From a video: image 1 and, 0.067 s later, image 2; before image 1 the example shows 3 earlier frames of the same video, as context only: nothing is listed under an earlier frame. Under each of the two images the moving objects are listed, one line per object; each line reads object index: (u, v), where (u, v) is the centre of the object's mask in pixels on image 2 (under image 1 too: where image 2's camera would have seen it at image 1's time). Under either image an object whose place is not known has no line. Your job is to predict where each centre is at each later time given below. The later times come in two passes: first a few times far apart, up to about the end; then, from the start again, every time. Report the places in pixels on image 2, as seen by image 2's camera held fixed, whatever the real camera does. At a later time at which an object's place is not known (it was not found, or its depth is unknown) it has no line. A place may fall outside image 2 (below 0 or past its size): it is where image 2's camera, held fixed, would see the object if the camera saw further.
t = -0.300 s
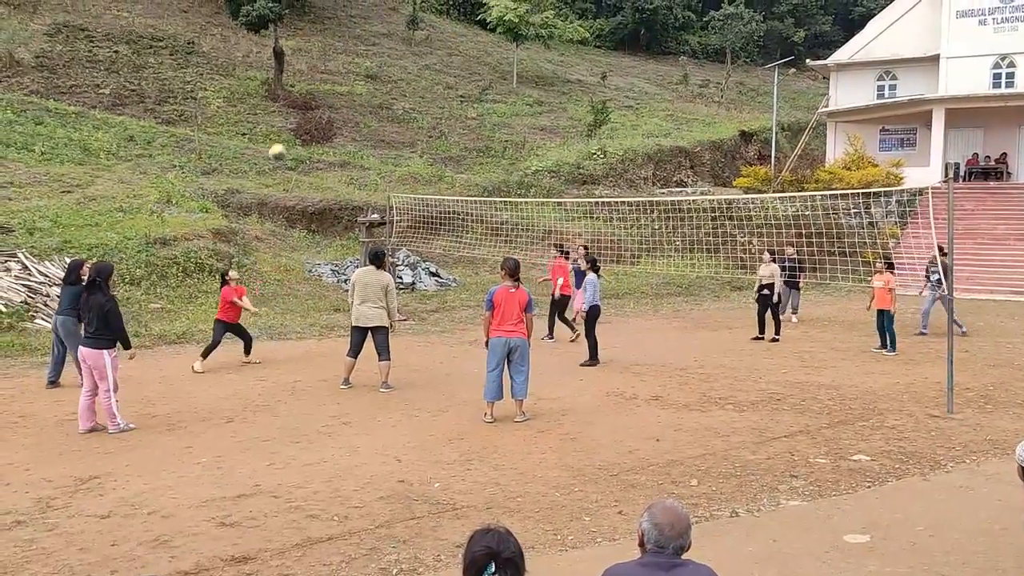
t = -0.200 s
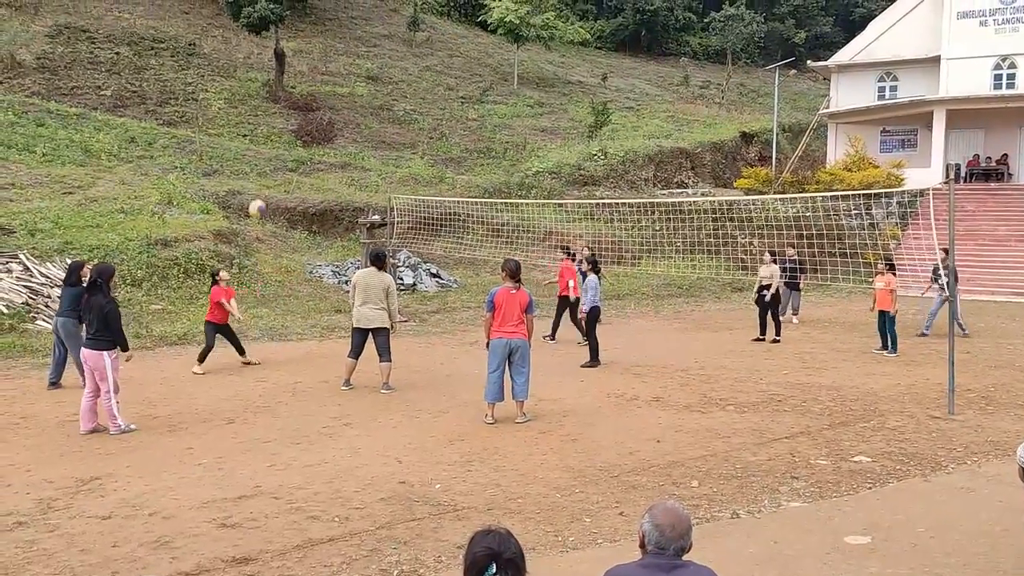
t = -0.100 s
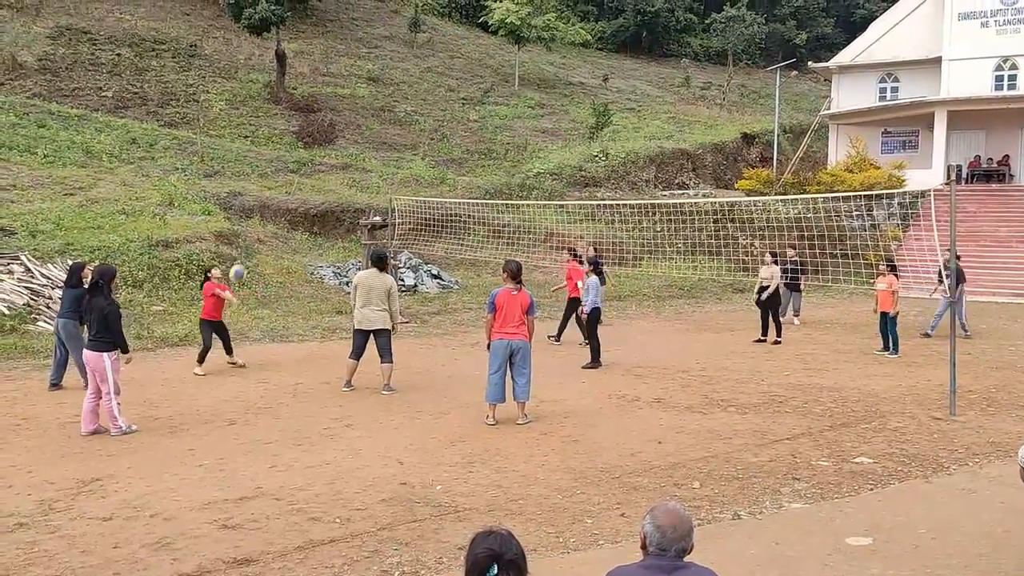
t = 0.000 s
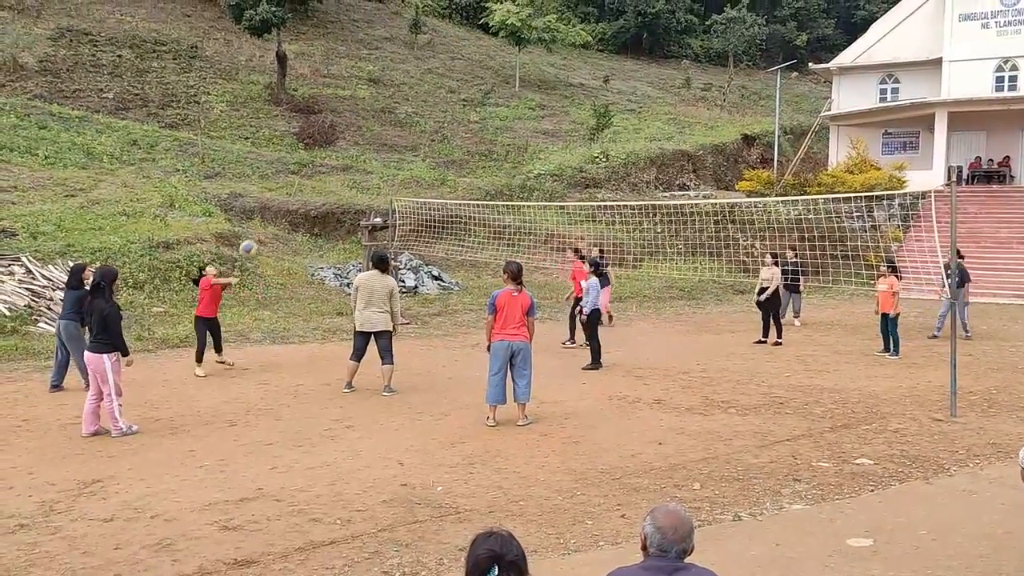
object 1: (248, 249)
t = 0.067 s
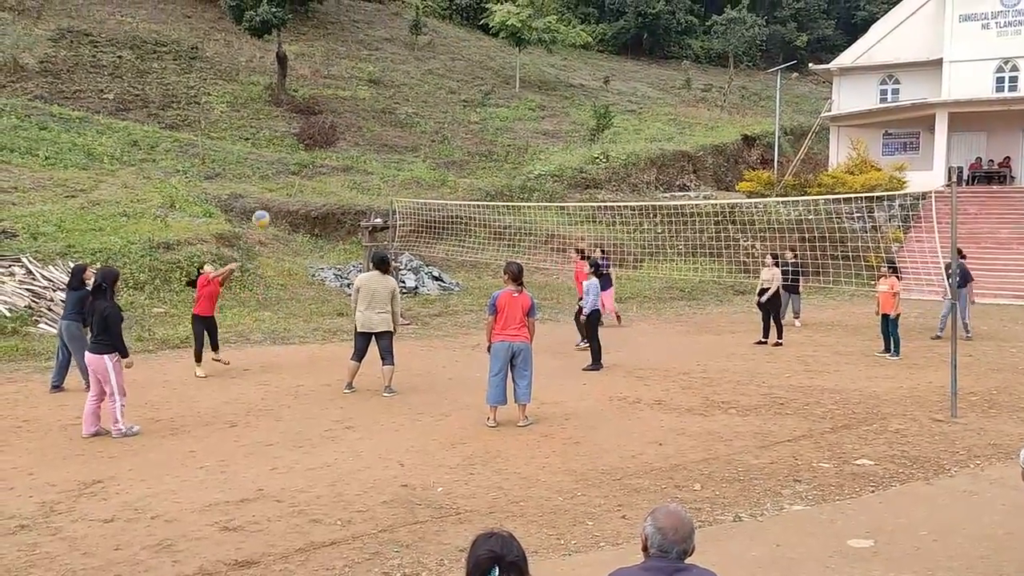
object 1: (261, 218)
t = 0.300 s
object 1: (303, 139)
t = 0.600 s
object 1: (357, 101)
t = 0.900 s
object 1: (408, 132)
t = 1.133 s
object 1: (443, 199)
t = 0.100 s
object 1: (266, 205)
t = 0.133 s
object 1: (273, 192)
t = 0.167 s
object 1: (278, 179)
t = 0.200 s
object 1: (285, 168)
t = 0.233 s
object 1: (291, 158)
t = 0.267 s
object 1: (297, 147)
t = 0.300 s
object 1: (303, 139)
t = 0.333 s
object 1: (309, 131)
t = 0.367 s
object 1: (316, 124)
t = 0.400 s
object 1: (322, 119)
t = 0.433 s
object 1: (327, 114)
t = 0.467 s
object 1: (333, 109)
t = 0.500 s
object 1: (339, 105)
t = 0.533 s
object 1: (345, 103)
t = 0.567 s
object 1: (351, 101)
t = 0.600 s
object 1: (357, 101)
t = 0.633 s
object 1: (363, 101)
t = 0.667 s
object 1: (368, 102)
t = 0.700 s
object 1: (374, 103)
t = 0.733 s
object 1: (380, 106)
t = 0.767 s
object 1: (386, 109)
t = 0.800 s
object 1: (391, 114)
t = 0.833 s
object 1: (398, 119)
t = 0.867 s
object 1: (403, 125)
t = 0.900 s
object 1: (408, 132)
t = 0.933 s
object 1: (413, 139)
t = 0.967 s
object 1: (419, 148)
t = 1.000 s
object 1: (424, 156)
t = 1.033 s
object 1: (429, 165)
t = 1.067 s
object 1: (435, 176)
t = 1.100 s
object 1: (439, 187)
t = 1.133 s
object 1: (443, 199)
